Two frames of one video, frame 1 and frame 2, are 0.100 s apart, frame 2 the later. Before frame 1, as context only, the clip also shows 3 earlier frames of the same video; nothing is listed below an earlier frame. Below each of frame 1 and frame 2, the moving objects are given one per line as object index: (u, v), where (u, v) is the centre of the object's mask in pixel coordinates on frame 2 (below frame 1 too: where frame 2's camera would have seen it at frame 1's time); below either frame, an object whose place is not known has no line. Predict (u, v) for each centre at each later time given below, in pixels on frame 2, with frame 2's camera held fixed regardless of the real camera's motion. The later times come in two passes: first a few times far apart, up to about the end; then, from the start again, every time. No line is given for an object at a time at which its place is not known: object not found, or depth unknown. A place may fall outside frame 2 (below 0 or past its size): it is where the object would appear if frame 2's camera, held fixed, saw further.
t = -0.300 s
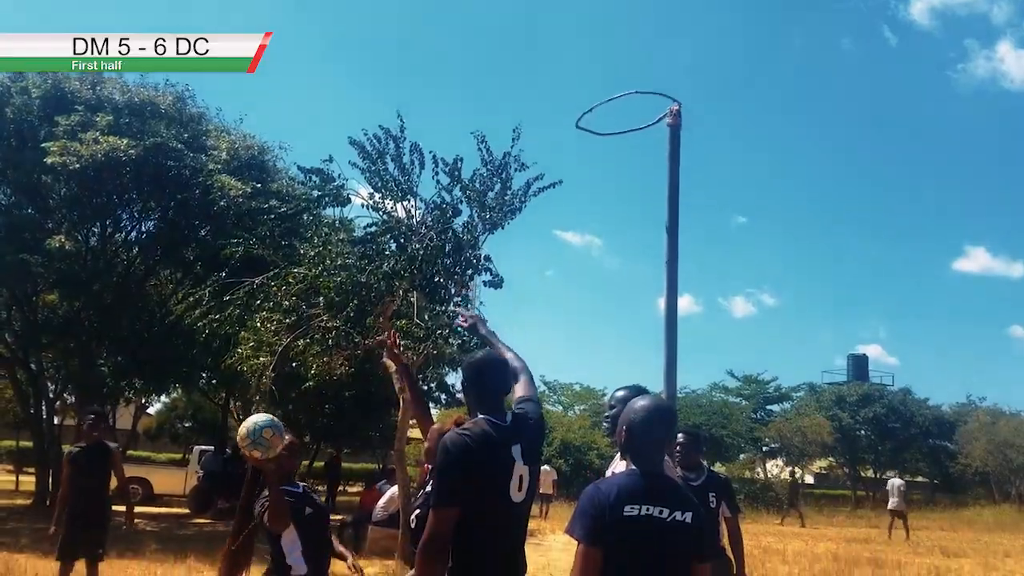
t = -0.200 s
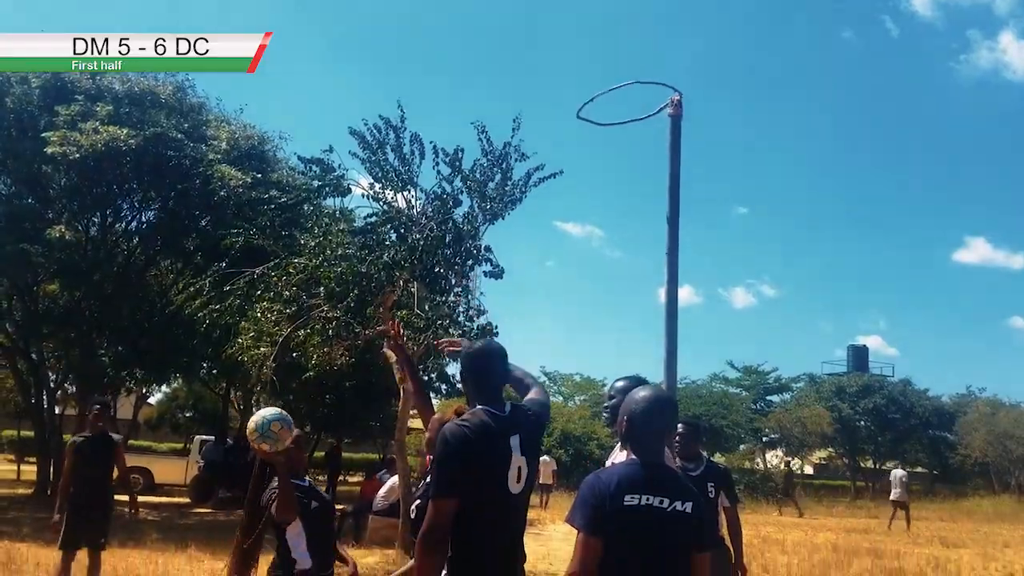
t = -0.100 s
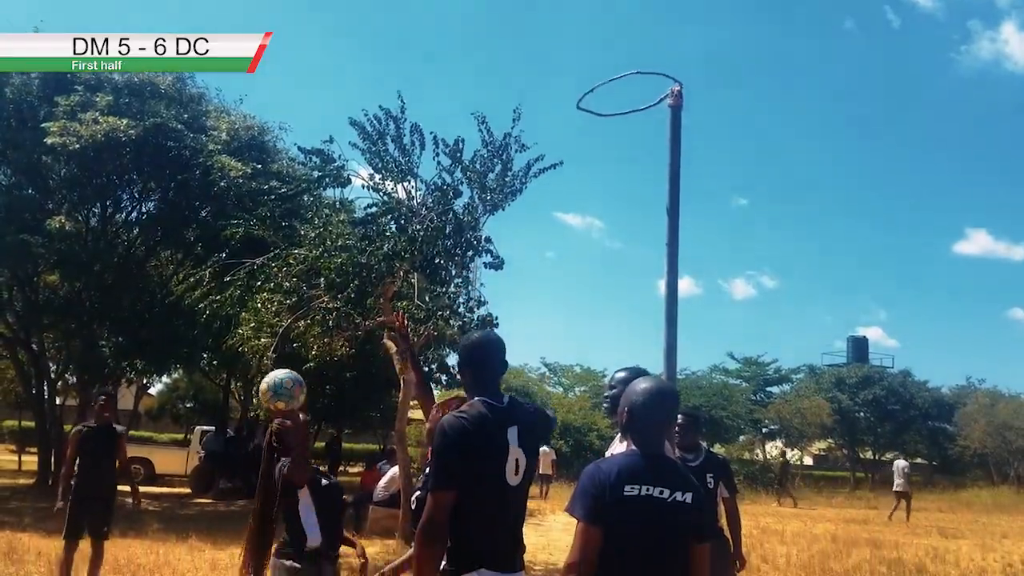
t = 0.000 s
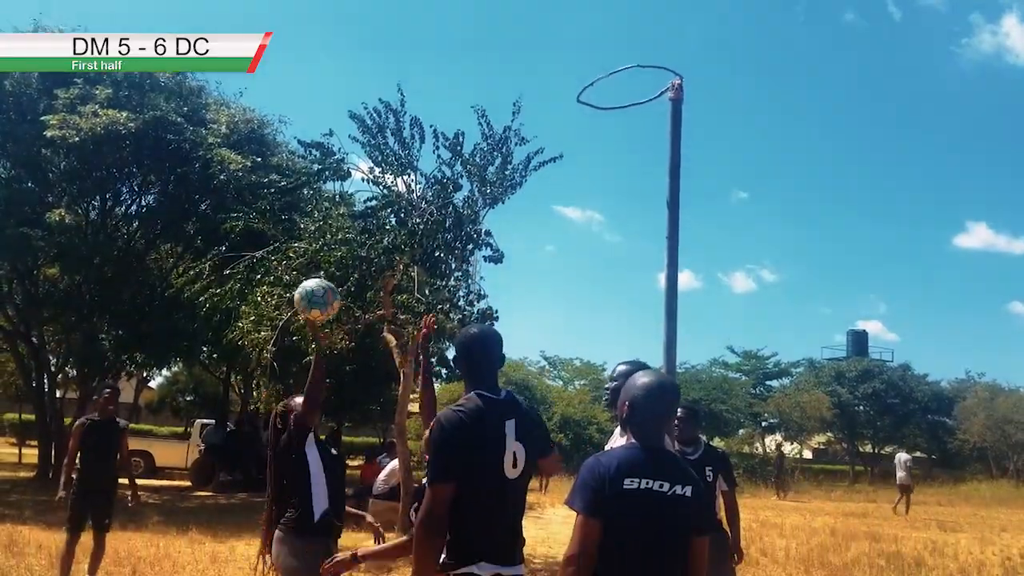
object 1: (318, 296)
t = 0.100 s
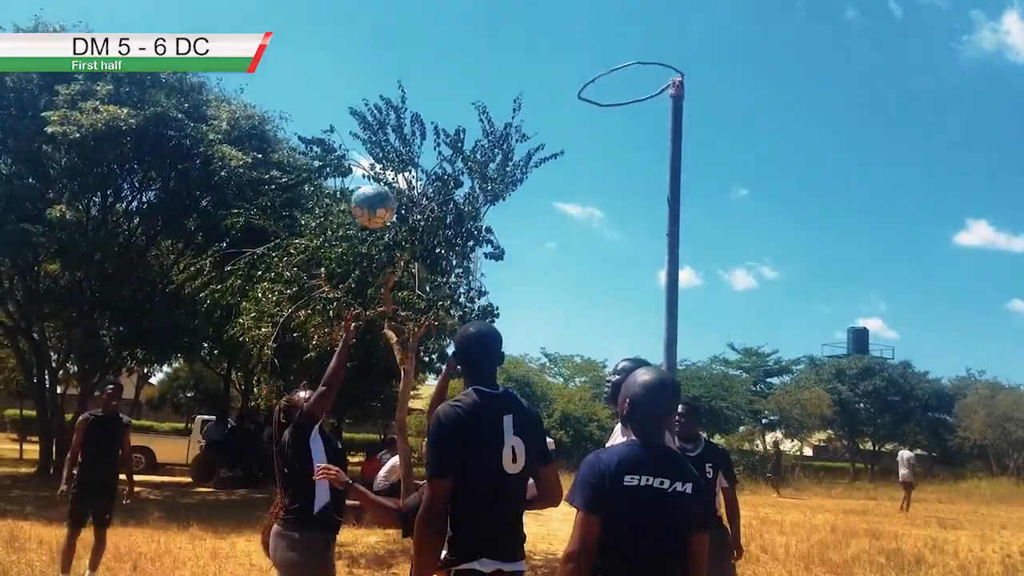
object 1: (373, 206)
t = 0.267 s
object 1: (462, 96)
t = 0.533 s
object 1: (602, 22)
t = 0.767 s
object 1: (725, 69)
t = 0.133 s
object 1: (391, 180)
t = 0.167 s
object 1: (410, 156)
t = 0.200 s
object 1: (427, 134)
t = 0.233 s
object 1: (445, 114)
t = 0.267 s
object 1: (462, 96)
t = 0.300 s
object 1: (479, 79)
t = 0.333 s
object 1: (497, 64)
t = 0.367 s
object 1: (514, 52)
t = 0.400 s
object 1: (532, 42)
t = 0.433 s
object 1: (549, 33)
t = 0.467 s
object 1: (567, 27)
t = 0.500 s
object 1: (585, 23)
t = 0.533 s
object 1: (602, 22)
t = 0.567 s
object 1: (620, 22)
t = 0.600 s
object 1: (637, 23)
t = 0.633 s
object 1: (654, 27)
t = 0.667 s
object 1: (672, 34)
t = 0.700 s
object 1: (691, 43)
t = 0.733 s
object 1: (707, 54)
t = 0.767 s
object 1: (725, 69)
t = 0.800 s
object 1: (743, 86)
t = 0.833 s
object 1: (762, 106)
